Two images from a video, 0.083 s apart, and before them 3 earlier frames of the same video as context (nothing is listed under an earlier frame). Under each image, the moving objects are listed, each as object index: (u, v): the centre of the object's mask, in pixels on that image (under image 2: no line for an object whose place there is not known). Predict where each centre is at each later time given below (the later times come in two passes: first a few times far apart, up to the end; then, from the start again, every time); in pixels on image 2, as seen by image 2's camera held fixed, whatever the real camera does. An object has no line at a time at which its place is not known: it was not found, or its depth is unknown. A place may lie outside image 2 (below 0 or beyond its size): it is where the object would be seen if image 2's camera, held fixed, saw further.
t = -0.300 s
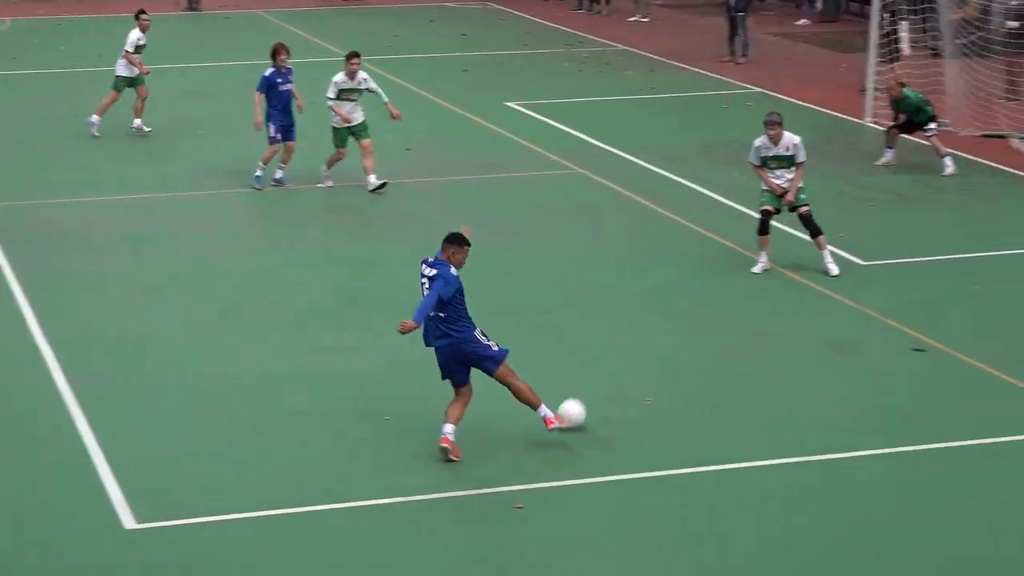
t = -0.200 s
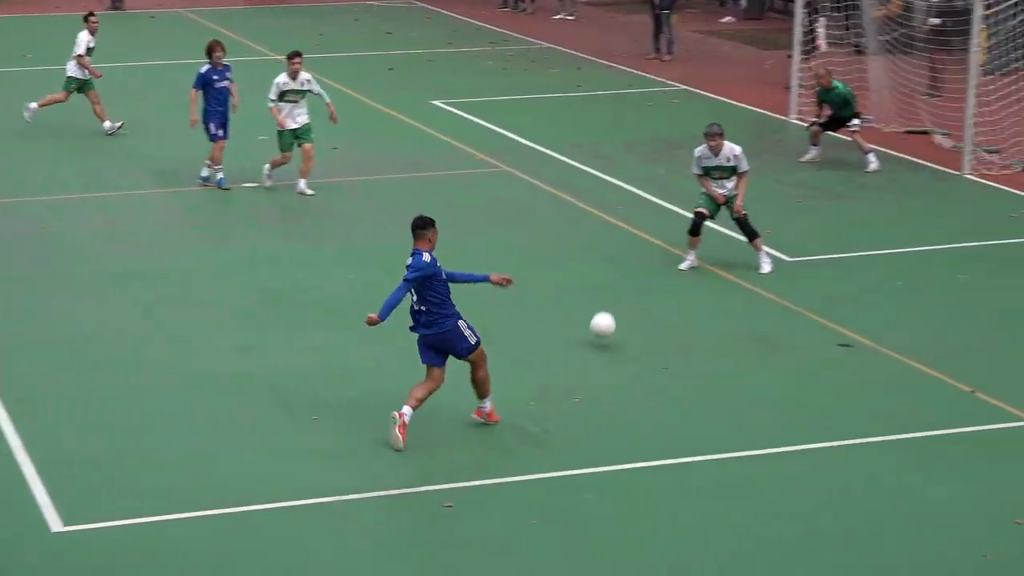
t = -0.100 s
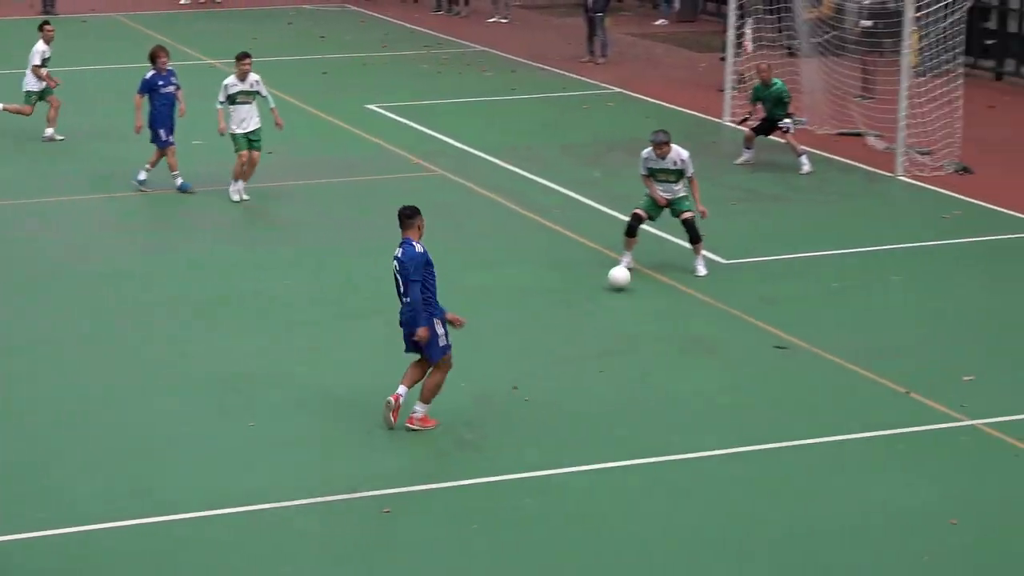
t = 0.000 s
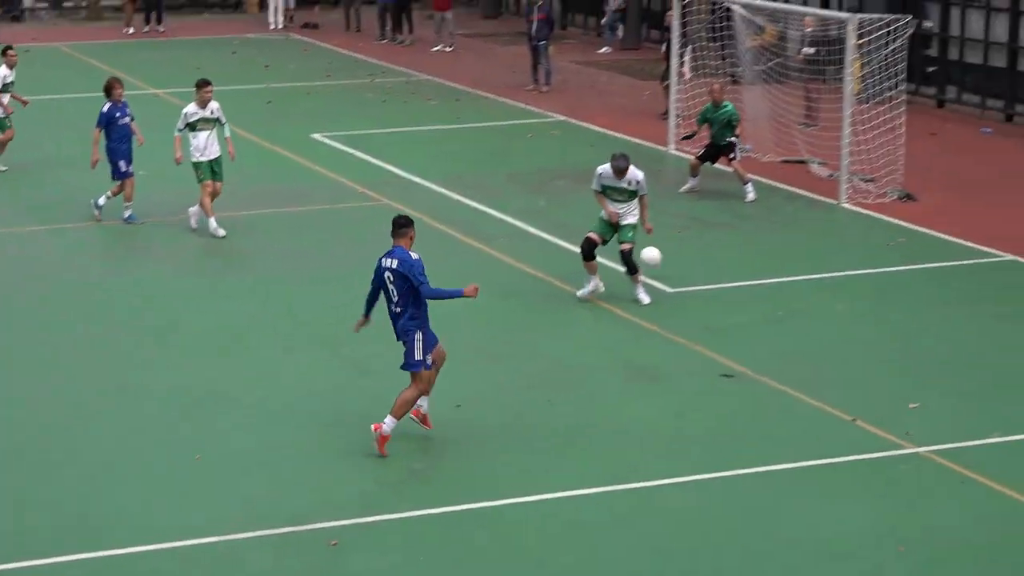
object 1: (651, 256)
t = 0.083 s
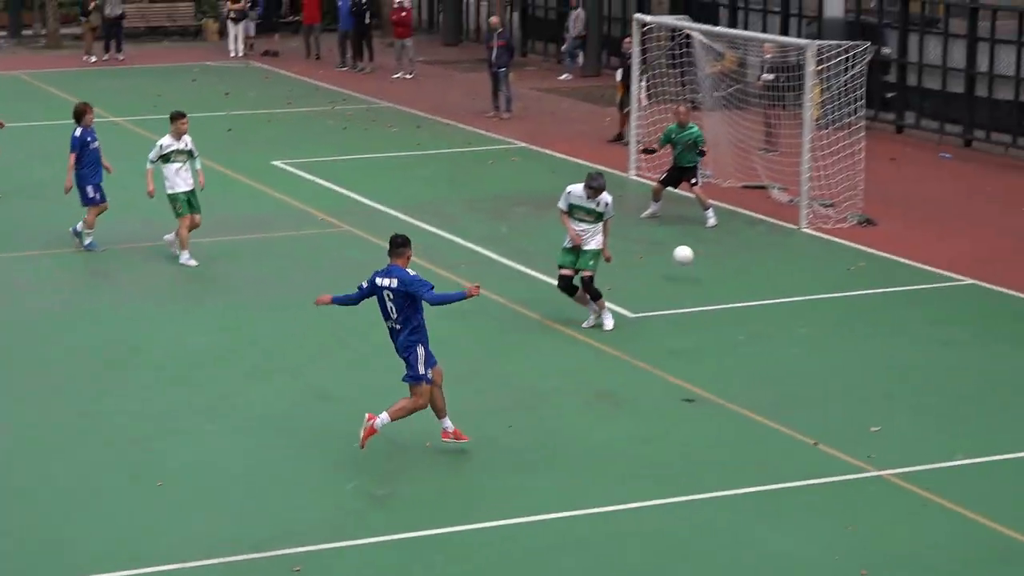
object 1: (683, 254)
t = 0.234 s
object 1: (786, 234)
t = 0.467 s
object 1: (863, 184)
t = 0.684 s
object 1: (902, 181)
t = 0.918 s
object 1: (943, 198)
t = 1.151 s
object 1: (987, 182)
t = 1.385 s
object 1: (1027, 188)
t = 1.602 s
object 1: (1064, 179)
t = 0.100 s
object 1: (696, 251)
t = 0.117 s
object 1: (708, 247)
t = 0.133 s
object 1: (720, 244)
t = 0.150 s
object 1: (732, 241)
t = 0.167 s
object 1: (743, 239)
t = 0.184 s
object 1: (754, 237)
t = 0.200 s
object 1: (766, 236)
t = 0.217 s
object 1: (776, 235)
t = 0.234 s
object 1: (786, 234)
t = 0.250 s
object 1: (795, 230)
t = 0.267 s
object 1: (803, 223)
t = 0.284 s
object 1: (811, 218)
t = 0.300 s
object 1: (818, 214)
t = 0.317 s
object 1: (826, 209)
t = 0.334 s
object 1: (833, 205)
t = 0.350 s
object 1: (839, 200)
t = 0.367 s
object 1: (844, 196)
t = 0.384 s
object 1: (848, 194)
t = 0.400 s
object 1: (851, 192)
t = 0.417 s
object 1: (855, 191)
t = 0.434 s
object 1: (857, 188)
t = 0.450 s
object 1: (860, 185)
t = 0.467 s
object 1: (863, 184)
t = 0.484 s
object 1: (866, 182)
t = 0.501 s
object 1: (870, 181)
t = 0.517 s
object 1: (873, 180)
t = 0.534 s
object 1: (875, 179)
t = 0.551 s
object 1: (878, 178)
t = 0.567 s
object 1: (881, 178)
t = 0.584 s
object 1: (884, 177)
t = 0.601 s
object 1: (887, 177)
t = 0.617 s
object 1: (890, 178)
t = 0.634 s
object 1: (893, 178)
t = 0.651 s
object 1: (896, 179)
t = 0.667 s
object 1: (899, 180)
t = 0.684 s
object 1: (902, 181)
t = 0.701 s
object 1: (905, 182)
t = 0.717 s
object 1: (908, 183)
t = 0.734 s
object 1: (911, 185)
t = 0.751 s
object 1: (914, 187)
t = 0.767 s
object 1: (916, 189)
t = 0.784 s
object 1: (919, 191)
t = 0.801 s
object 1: (922, 194)
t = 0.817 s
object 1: (925, 197)
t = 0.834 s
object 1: (928, 200)
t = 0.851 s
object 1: (930, 204)
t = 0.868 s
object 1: (933, 207)
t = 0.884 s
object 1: (937, 205)
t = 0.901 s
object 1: (940, 201)
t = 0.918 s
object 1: (943, 198)
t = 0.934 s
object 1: (946, 195)
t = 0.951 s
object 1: (950, 193)
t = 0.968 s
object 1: (953, 191)
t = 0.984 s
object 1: (956, 189)
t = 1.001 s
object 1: (959, 187)
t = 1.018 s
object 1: (962, 186)
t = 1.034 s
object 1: (965, 185)
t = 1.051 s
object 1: (968, 184)
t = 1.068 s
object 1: (972, 183)
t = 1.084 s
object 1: (975, 182)
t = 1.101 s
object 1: (978, 182)
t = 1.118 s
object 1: (981, 182)
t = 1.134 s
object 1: (984, 182)
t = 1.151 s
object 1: (987, 182)
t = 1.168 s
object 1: (990, 182)
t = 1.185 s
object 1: (992, 183)
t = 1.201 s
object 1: (995, 184)
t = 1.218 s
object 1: (998, 185)
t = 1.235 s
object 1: (1001, 186)
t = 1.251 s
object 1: (1004, 188)
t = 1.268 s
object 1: (1007, 189)
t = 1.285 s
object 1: (1010, 192)
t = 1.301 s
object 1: (1012, 193)
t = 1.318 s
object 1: (1015, 197)
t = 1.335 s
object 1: (1018, 196)
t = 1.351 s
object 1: (1021, 193)
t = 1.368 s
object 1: (1024, 191)
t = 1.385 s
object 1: (1027, 188)
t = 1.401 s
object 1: (1030, 186)
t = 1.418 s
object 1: (1033, 184)
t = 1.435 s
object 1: (1036, 183)
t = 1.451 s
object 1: (1039, 181)
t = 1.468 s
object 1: (1042, 180)
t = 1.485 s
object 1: (1045, 179)
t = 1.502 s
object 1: (1048, 179)
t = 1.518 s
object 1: (1050, 178)
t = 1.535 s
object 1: (1053, 178)
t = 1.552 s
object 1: (1056, 178)
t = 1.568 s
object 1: (1059, 178)
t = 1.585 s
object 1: (1061, 179)
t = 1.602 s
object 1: (1064, 179)
